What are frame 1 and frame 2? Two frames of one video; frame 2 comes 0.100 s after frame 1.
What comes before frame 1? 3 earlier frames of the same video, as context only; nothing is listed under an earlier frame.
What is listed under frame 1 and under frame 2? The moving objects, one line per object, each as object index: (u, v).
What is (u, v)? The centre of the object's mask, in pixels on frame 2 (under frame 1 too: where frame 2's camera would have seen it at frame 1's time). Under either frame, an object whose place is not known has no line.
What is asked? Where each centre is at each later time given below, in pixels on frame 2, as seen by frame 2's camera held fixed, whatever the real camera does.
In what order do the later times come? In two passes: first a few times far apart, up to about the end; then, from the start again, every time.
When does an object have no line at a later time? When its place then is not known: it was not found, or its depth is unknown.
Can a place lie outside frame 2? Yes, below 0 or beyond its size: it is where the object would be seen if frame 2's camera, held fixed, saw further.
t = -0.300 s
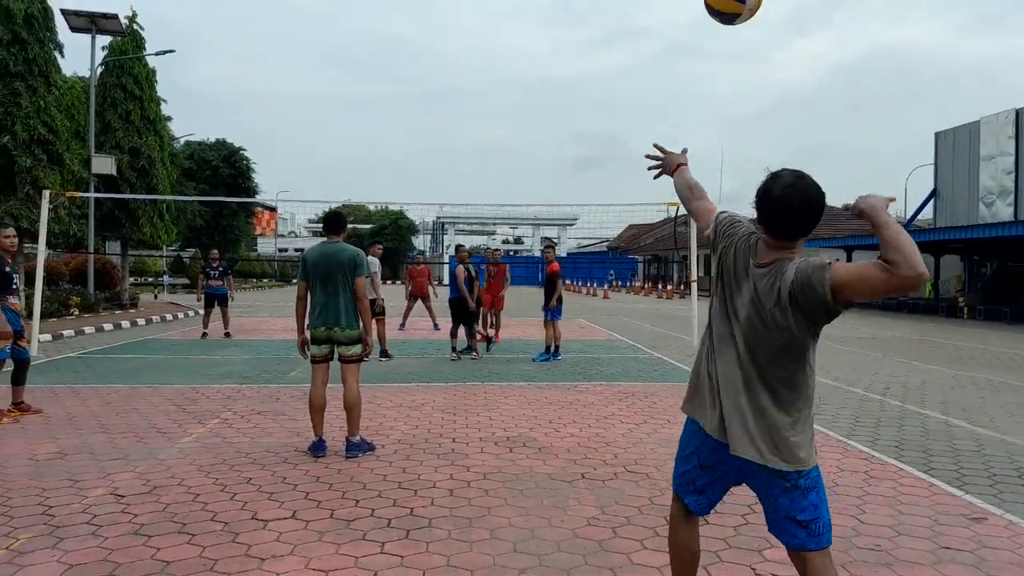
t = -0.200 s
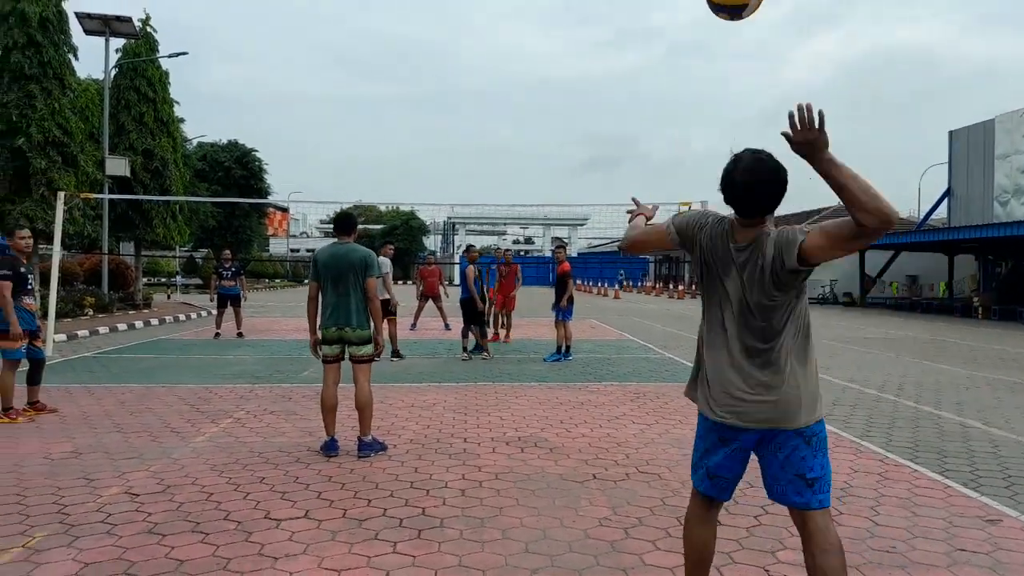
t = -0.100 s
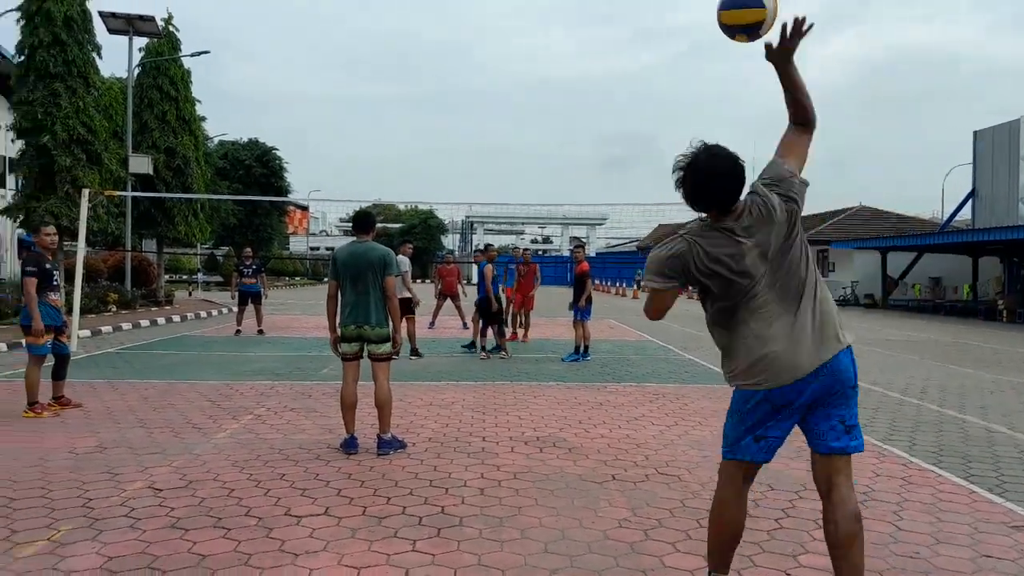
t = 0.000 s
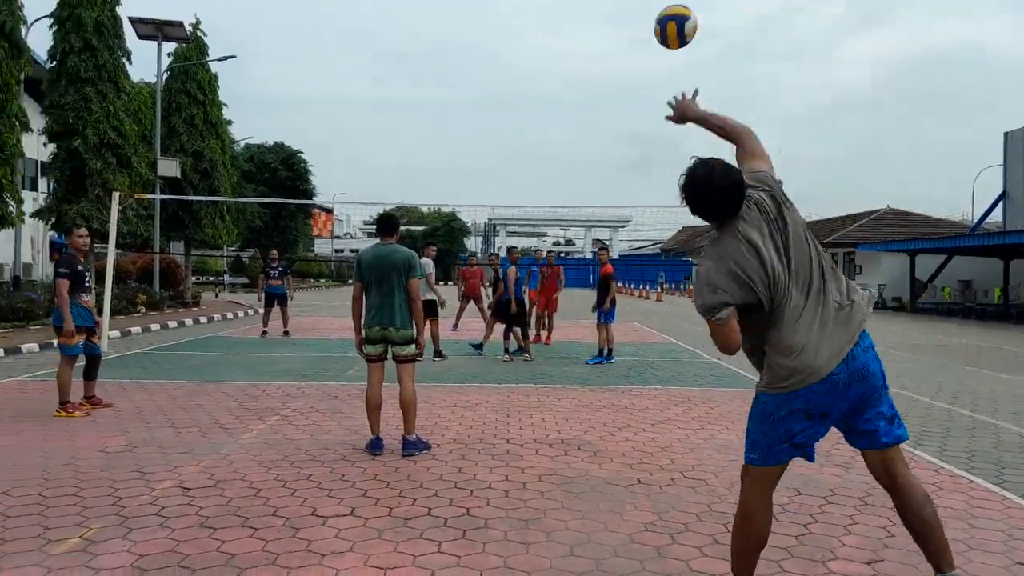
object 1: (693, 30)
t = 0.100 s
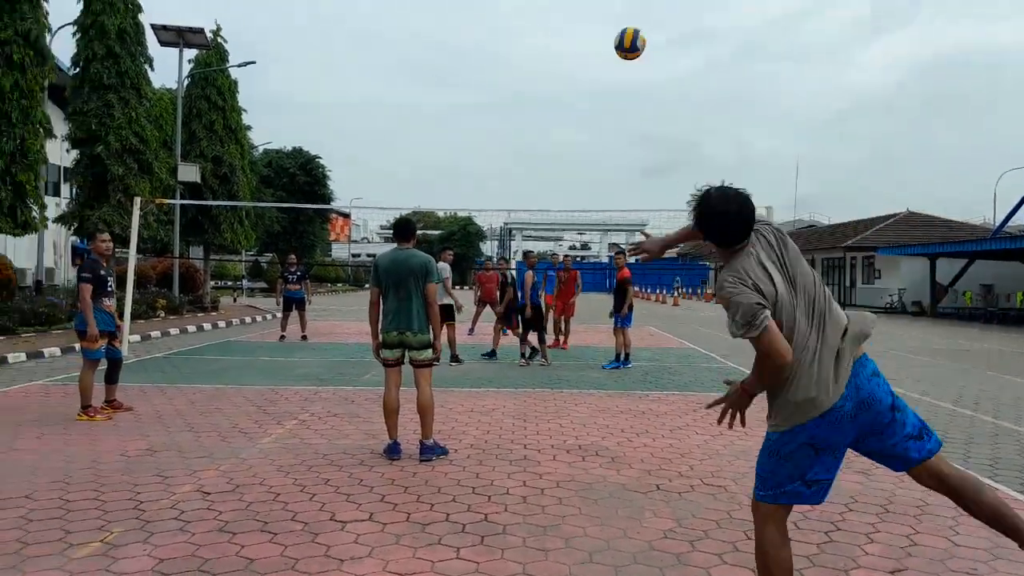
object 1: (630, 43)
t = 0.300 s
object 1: (580, 87)
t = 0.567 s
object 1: (563, 162)
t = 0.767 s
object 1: (560, 218)
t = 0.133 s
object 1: (616, 50)
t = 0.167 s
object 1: (606, 56)
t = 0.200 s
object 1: (597, 64)
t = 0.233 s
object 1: (591, 71)
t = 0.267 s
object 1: (584, 79)
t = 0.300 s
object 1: (580, 87)
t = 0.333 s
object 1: (576, 96)
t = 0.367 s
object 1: (573, 105)
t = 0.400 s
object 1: (570, 114)
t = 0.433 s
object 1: (568, 124)
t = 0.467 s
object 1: (567, 134)
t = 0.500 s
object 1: (565, 143)
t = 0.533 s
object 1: (564, 152)
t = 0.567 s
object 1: (563, 162)
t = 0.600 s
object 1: (562, 171)
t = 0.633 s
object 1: (561, 180)
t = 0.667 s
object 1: (561, 190)
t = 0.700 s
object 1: (560, 199)
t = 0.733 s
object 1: (560, 208)
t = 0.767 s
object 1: (560, 218)
